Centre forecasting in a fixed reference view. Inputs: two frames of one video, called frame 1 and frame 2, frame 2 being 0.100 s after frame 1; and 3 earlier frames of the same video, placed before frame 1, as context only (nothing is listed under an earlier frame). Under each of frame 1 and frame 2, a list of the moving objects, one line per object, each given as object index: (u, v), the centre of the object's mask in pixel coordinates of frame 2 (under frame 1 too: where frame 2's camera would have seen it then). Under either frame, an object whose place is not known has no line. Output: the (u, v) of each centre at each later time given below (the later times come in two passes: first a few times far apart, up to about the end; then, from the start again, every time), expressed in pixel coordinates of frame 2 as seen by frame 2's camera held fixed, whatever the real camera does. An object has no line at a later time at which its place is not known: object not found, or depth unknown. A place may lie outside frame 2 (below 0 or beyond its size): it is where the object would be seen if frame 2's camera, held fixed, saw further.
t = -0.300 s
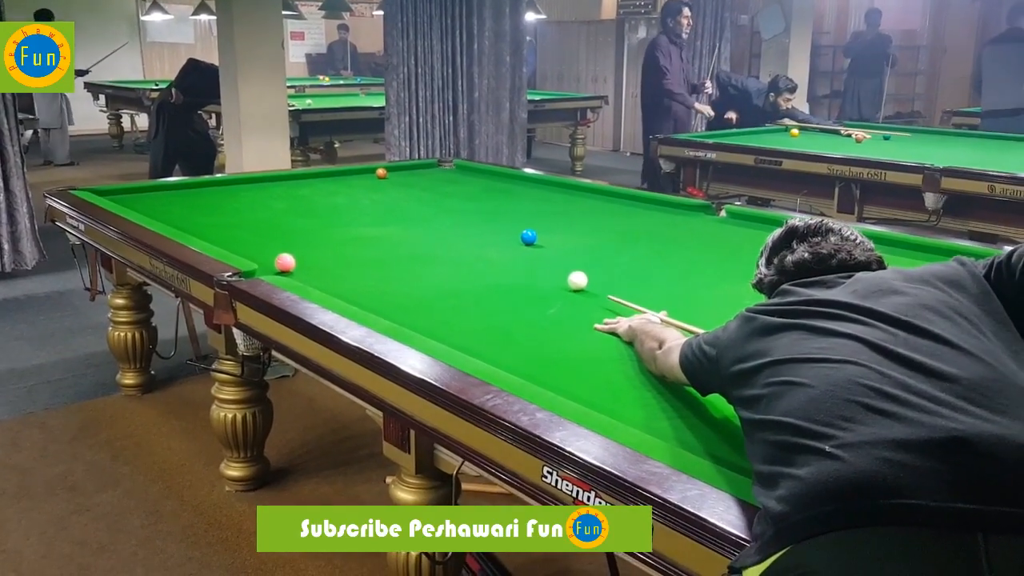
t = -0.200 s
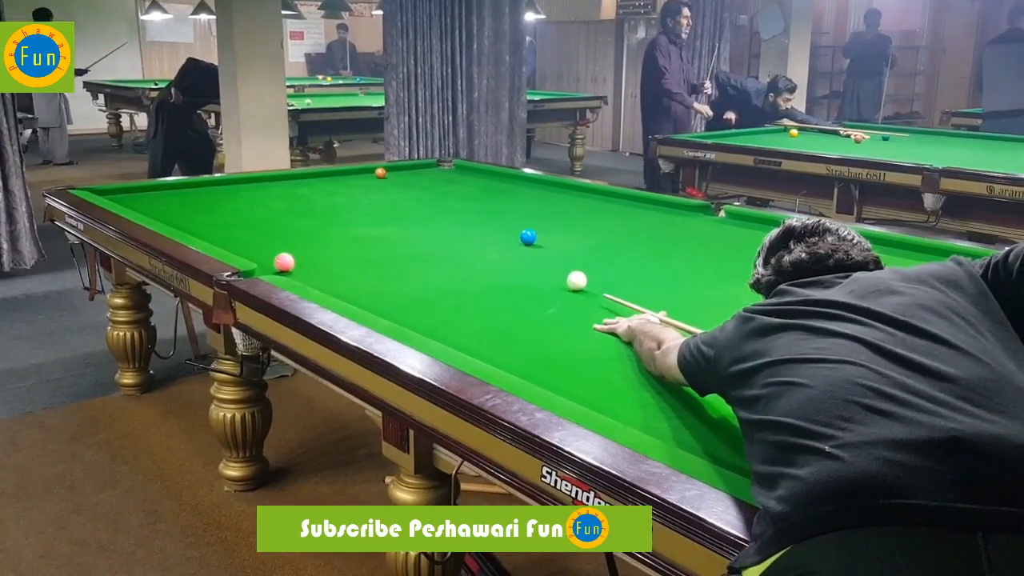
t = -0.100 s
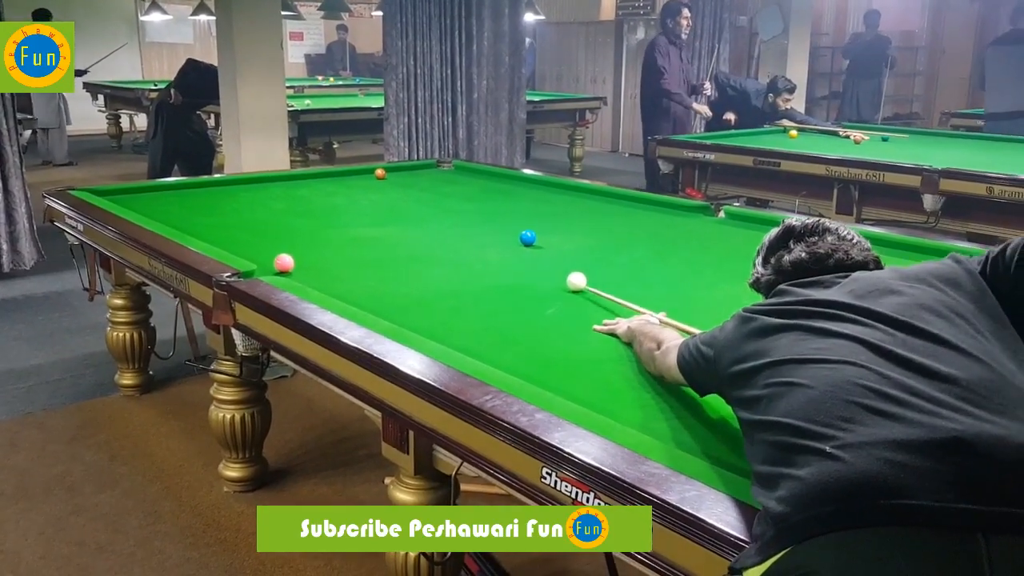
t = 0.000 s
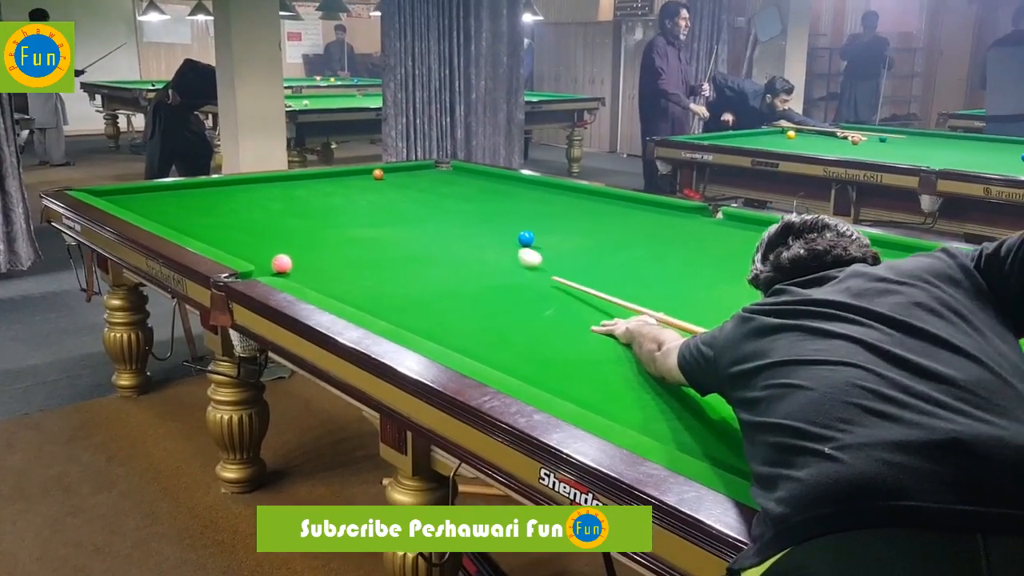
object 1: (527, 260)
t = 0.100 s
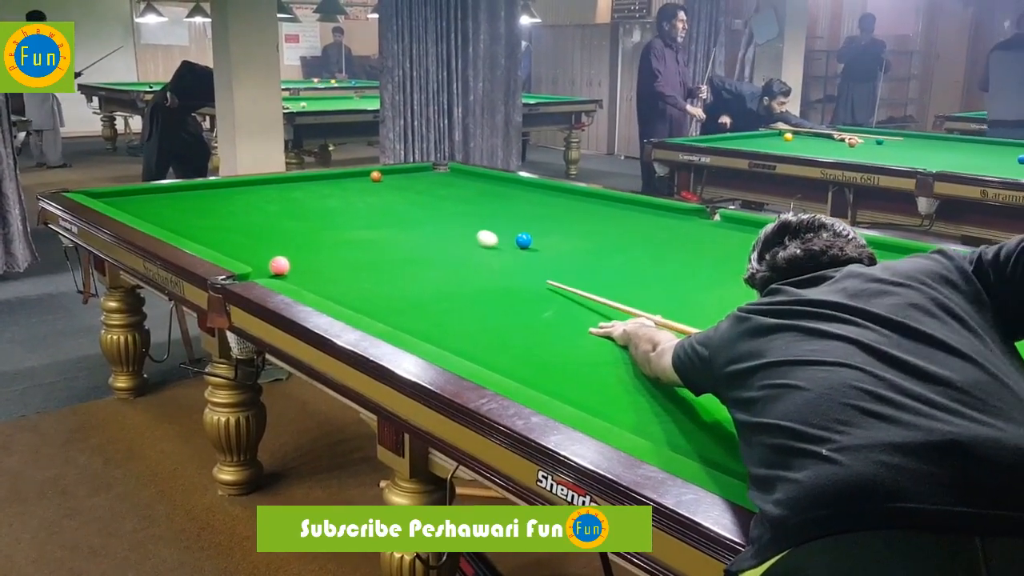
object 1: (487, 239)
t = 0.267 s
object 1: (439, 214)
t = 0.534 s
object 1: (392, 189)
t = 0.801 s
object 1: (347, 176)
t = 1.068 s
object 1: (332, 181)
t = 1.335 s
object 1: (332, 189)
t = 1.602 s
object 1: (332, 198)
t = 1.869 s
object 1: (332, 207)
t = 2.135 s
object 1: (332, 217)
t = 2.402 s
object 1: (332, 227)
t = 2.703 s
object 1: (331, 241)
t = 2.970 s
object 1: (332, 254)
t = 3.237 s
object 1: (333, 267)
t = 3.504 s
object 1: (333, 282)
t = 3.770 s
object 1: (334, 294)
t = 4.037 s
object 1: (357, 305)
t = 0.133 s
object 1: (476, 234)
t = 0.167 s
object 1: (466, 228)
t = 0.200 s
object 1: (456, 223)
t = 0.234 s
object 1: (447, 219)
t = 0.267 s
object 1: (439, 214)
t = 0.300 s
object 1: (432, 211)
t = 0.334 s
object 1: (425, 207)
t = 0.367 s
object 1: (419, 203)
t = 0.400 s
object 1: (413, 200)
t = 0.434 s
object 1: (407, 197)
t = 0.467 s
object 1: (402, 194)
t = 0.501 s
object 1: (397, 192)
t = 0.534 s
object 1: (392, 189)
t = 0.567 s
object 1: (387, 186)
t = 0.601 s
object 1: (383, 185)
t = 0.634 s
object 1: (379, 182)
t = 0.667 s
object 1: (375, 180)
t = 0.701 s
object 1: (372, 178)
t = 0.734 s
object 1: (363, 177)
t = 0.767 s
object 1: (355, 176)
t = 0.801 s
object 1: (347, 176)
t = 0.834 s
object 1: (339, 175)
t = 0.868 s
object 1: (332, 175)
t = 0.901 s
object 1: (332, 176)
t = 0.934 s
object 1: (332, 177)
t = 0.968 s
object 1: (332, 178)
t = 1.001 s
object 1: (332, 179)
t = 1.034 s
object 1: (332, 180)
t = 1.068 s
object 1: (332, 181)
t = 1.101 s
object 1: (332, 182)
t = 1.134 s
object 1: (332, 183)
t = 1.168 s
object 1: (332, 184)
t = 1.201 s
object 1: (332, 185)
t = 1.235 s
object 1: (332, 186)
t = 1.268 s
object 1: (332, 187)
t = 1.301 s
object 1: (332, 188)
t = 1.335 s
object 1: (332, 189)
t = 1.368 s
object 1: (332, 190)
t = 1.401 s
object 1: (332, 191)
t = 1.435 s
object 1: (332, 192)
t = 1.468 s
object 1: (331, 193)
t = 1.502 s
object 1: (332, 194)
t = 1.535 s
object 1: (332, 195)
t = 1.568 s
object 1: (332, 196)
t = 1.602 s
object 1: (332, 198)
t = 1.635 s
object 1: (332, 199)
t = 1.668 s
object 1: (332, 200)
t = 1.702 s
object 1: (332, 201)
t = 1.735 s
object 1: (332, 202)
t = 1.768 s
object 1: (332, 203)
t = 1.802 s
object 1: (332, 204)
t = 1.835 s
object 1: (332, 206)
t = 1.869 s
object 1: (332, 207)
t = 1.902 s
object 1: (332, 208)
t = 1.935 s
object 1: (332, 209)
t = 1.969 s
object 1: (332, 210)
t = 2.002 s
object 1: (332, 211)
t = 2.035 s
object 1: (332, 213)
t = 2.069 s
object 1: (332, 214)
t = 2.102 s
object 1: (332, 215)
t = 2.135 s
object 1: (332, 217)
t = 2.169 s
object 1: (332, 218)
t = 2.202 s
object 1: (332, 219)
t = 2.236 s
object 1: (332, 221)
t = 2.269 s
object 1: (332, 222)
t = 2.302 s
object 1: (331, 223)
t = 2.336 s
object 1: (332, 225)
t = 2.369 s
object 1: (331, 226)
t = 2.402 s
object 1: (332, 227)
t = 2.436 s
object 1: (331, 229)
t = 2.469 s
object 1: (331, 230)
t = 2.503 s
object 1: (331, 232)
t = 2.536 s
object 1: (331, 234)
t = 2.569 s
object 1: (331, 235)
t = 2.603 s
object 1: (331, 237)
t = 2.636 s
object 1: (331, 238)
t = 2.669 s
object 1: (331, 239)
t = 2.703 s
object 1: (331, 241)
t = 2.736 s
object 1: (331, 242)
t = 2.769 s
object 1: (331, 244)
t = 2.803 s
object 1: (331, 245)
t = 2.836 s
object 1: (332, 247)
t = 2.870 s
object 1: (332, 249)
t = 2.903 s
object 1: (332, 250)
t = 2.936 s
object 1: (332, 252)
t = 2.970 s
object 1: (332, 254)
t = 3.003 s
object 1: (332, 255)
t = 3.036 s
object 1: (332, 257)
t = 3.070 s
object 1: (332, 259)
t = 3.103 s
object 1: (332, 260)
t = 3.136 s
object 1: (332, 262)
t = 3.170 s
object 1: (332, 264)
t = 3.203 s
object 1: (332, 265)
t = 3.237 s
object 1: (333, 267)
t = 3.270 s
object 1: (333, 269)
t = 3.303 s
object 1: (333, 271)
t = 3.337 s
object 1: (333, 272)
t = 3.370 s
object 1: (333, 274)
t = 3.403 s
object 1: (333, 276)
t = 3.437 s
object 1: (333, 278)
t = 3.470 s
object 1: (333, 280)
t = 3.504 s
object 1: (333, 282)
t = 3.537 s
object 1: (333, 284)
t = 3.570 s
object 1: (333, 285)
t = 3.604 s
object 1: (333, 288)
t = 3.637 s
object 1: (333, 289)
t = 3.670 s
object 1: (334, 291)
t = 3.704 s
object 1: (334, 292)
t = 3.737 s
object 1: (334, 293)
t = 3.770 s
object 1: (334, 294)
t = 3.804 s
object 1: (335, 296)
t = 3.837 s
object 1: (336, 298)
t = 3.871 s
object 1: (336, 299)
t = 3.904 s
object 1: (339, 301)
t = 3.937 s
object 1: (344, 302)
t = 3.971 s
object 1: (348, 303)
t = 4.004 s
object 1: (353, 304)
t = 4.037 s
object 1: (357, 305)
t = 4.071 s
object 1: (361, 307)
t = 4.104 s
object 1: (366, 308)
